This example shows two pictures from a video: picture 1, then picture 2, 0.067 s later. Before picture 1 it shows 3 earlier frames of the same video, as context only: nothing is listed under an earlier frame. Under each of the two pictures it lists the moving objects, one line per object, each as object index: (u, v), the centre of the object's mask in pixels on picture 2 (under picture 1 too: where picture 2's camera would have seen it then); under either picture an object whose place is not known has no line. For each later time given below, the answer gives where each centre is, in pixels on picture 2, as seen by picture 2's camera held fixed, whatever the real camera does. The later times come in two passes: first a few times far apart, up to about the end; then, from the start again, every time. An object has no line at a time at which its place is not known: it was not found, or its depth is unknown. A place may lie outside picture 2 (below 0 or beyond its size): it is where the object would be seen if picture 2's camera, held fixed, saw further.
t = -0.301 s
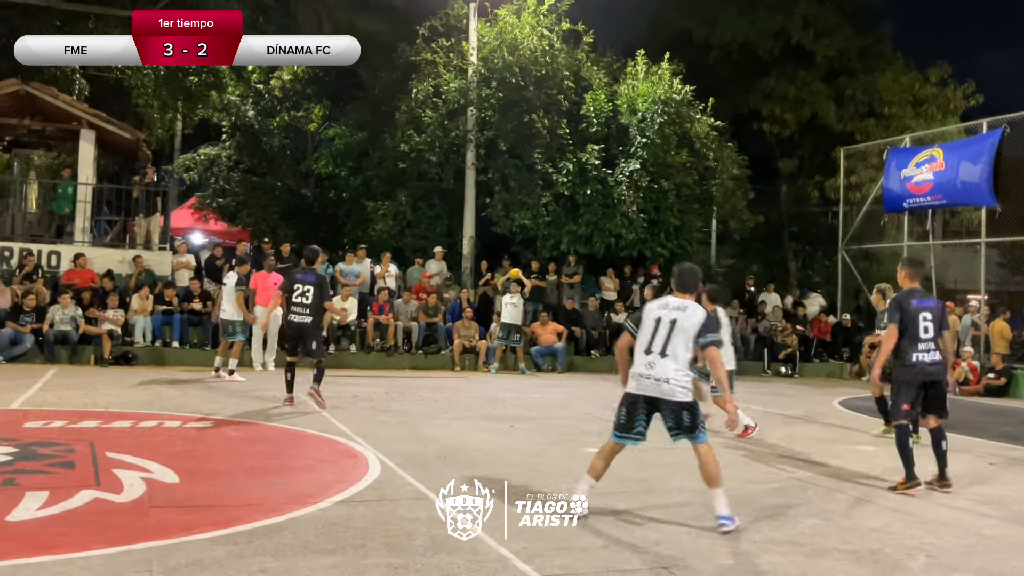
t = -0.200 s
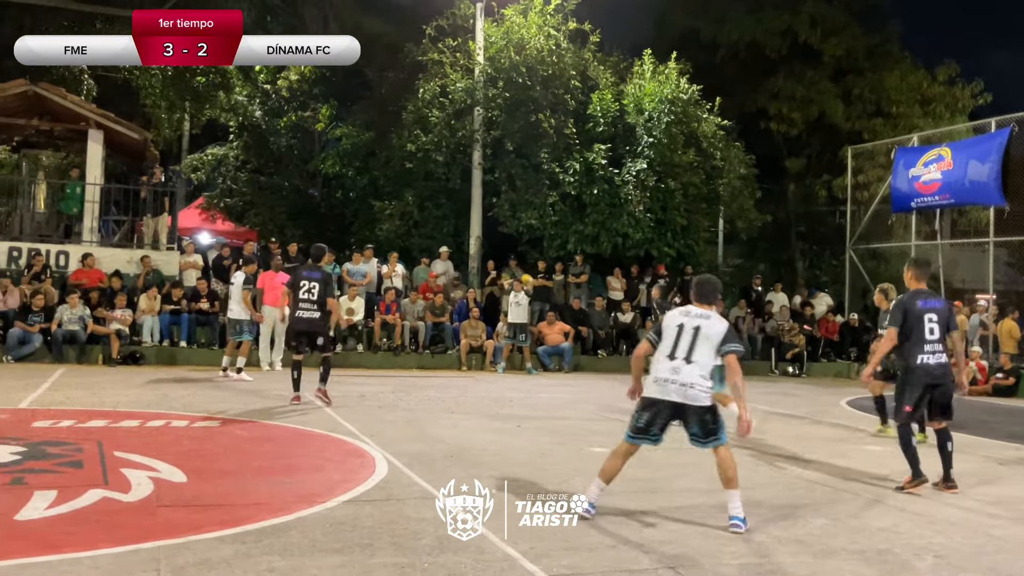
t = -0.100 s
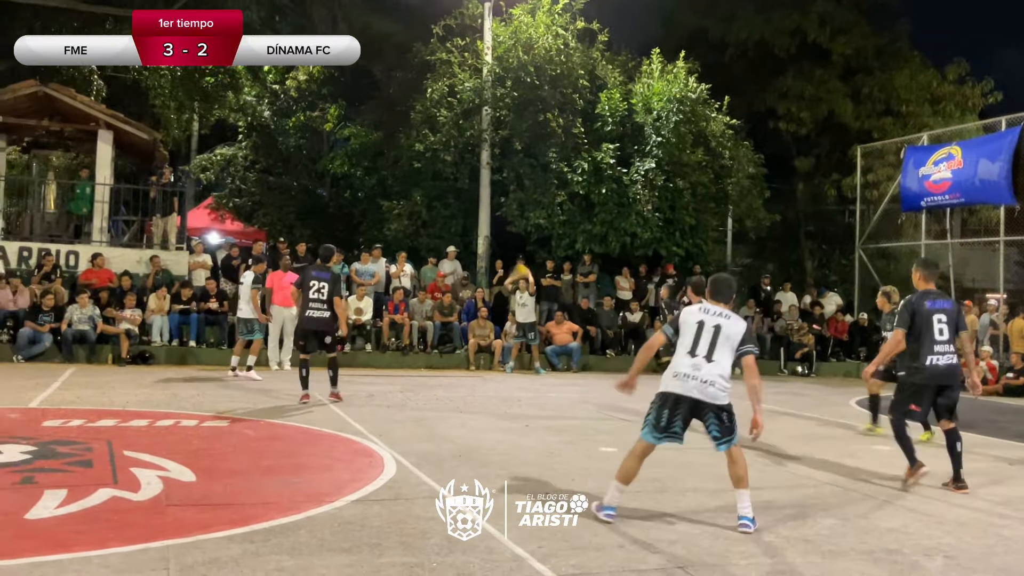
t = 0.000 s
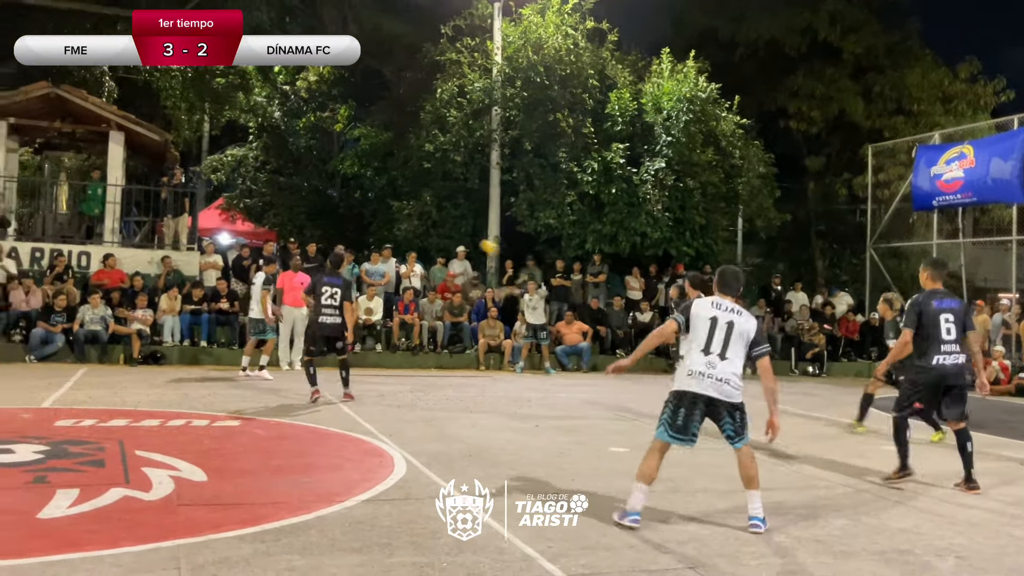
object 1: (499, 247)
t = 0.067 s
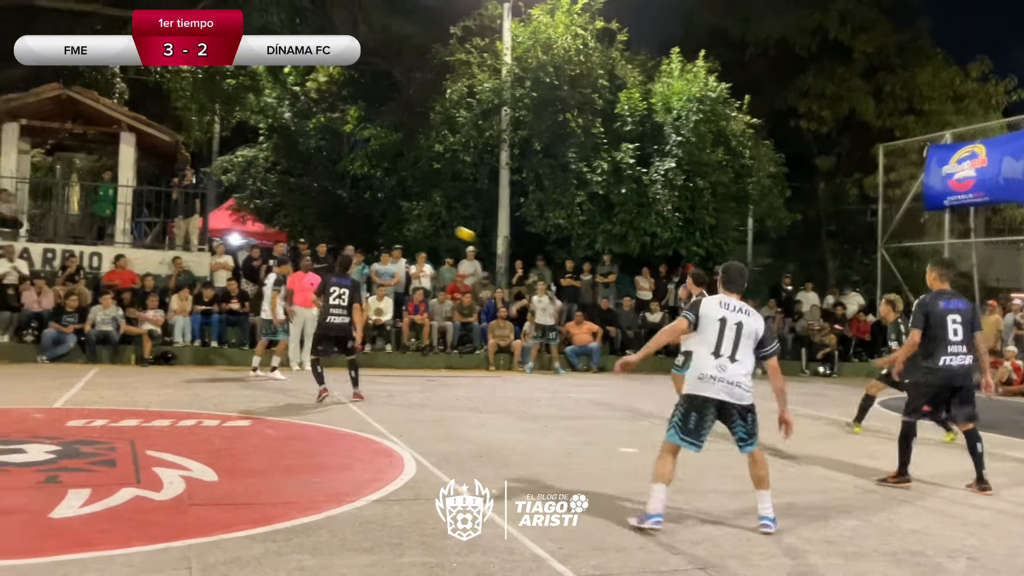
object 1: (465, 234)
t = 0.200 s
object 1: (390, 213)
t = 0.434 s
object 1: (227, 197)
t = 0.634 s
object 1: (42, 217)
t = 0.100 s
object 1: (447, 228)
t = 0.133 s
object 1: (429, 222)
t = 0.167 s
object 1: (409, 217)
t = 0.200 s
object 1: (390, 213)
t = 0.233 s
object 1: (369, 209)
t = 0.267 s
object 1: (348, 205)
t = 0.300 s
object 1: (325, 202)
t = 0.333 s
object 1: (303, 200)
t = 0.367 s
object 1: (278, 198)
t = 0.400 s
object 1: (254, 197)
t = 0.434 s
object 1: (227, 197)
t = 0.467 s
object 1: (199, 198)
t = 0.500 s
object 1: (170, 200)
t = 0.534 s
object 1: (141, 202)
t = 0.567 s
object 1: (109, 206)
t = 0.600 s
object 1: (76, 211)
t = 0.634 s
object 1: (42, 217)
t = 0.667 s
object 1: (5, 224)
